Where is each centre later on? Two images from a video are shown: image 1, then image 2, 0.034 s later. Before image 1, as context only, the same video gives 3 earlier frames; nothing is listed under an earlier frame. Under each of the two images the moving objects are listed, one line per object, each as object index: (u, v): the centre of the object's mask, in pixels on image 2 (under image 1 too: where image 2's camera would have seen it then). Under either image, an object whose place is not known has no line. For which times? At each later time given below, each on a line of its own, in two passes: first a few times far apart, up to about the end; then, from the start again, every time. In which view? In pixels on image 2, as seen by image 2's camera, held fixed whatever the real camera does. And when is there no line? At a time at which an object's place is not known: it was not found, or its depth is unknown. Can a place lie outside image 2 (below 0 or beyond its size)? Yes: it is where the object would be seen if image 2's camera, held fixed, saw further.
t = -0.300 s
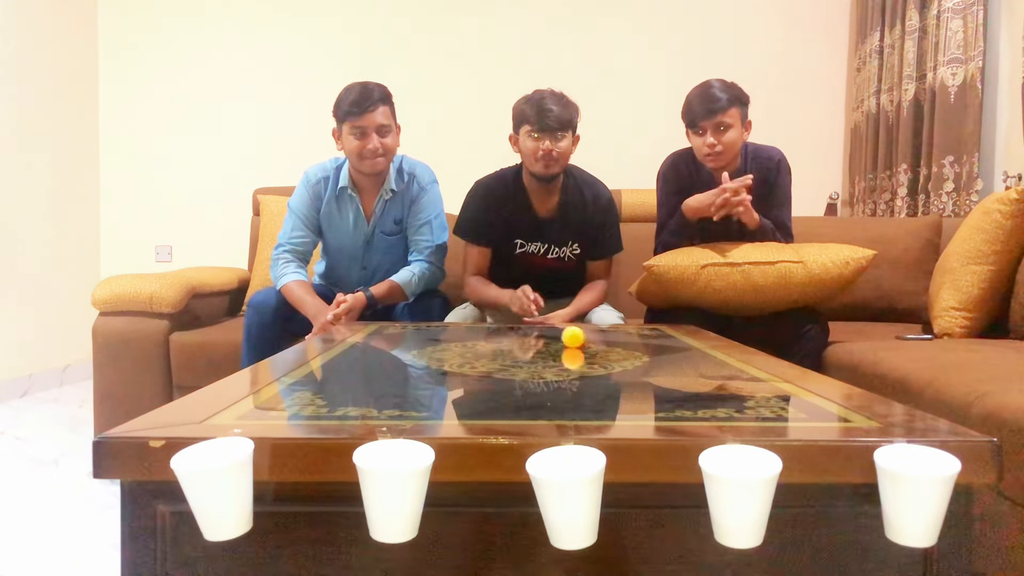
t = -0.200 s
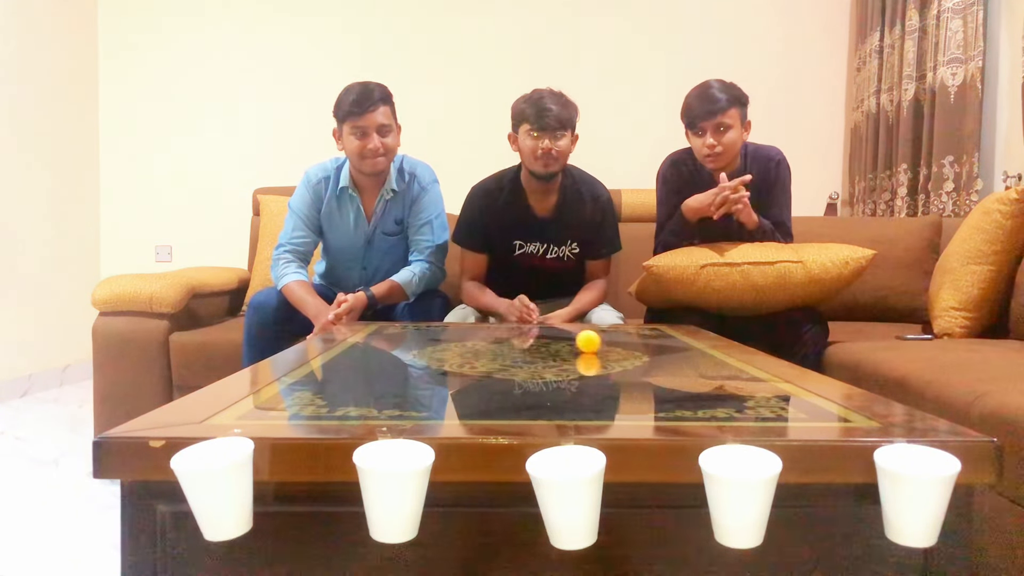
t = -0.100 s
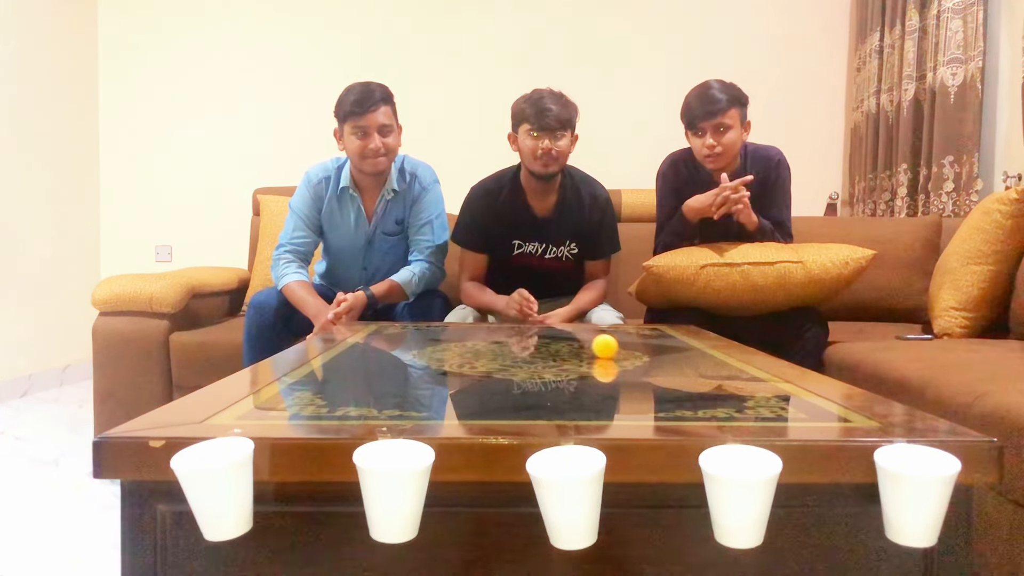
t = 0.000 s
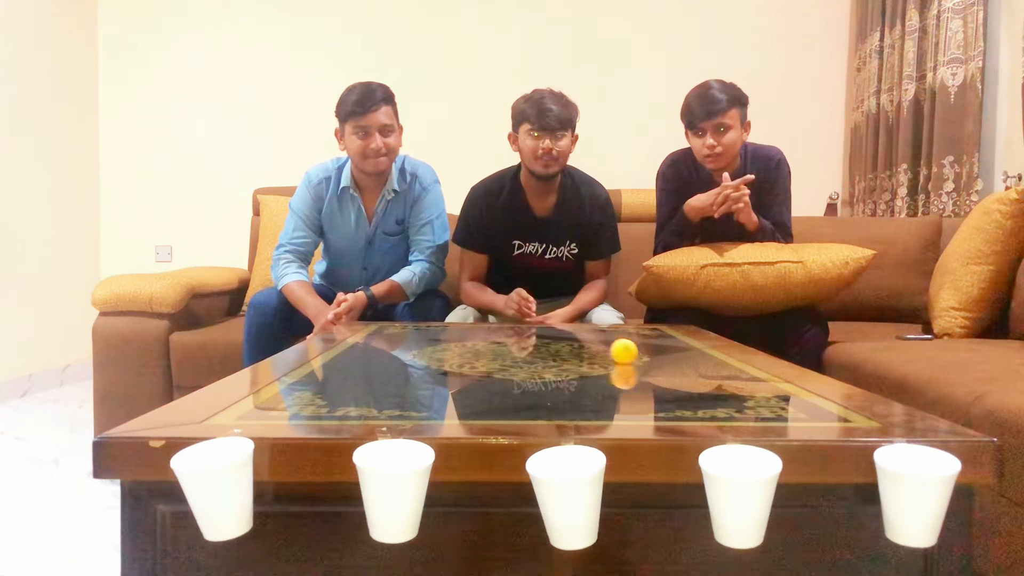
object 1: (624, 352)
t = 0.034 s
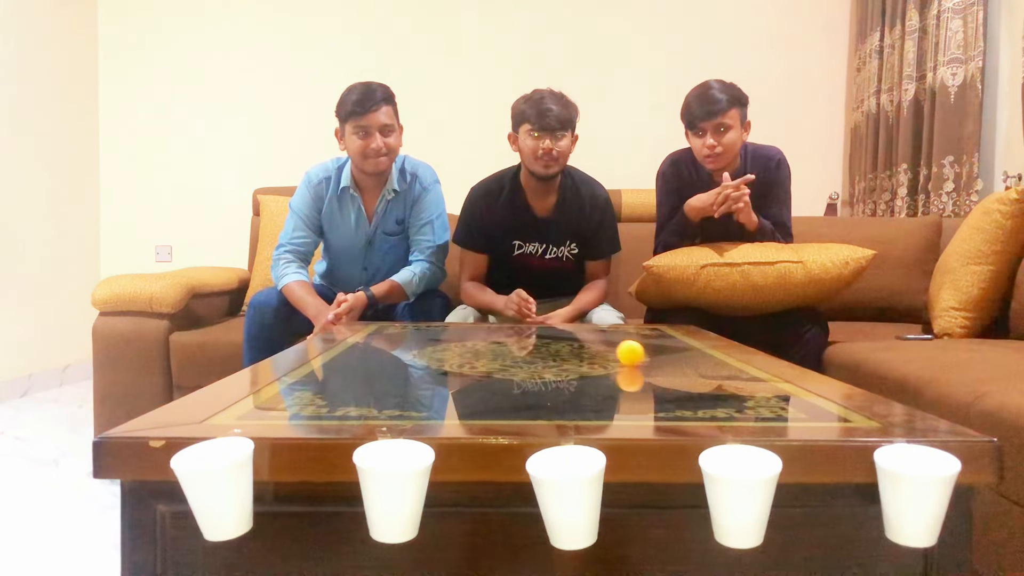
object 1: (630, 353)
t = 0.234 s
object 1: (676, 365)
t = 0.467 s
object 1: (742, 380)
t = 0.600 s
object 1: (787, 389)
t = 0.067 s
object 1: (638, 355)
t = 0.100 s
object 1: (645, 357)
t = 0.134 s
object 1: (652, 359)
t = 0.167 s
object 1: (659, 361)
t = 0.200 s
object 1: (667, 363)
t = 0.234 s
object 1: (676, 365)
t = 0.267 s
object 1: (685, 367)
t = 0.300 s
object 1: (693, 369)
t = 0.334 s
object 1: (701, 371)
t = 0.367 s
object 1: (711, 373)
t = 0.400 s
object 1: (722, 375)
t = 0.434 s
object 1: (732, 377)
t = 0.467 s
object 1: (742, 380)
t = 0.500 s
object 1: (751, 382)
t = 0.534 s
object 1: (763, 385)
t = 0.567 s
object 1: (775, 388)
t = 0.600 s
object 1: (787, 389)
